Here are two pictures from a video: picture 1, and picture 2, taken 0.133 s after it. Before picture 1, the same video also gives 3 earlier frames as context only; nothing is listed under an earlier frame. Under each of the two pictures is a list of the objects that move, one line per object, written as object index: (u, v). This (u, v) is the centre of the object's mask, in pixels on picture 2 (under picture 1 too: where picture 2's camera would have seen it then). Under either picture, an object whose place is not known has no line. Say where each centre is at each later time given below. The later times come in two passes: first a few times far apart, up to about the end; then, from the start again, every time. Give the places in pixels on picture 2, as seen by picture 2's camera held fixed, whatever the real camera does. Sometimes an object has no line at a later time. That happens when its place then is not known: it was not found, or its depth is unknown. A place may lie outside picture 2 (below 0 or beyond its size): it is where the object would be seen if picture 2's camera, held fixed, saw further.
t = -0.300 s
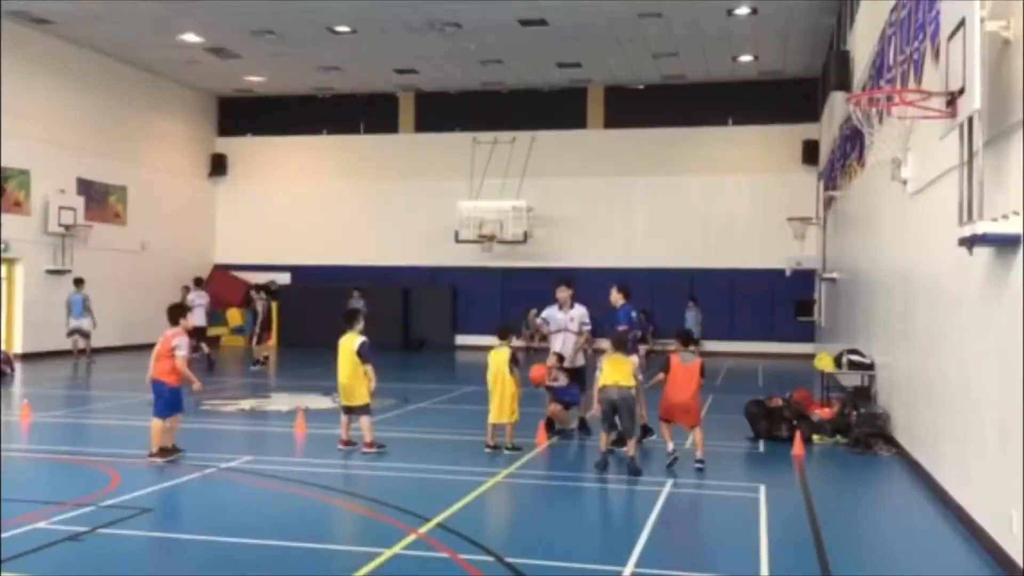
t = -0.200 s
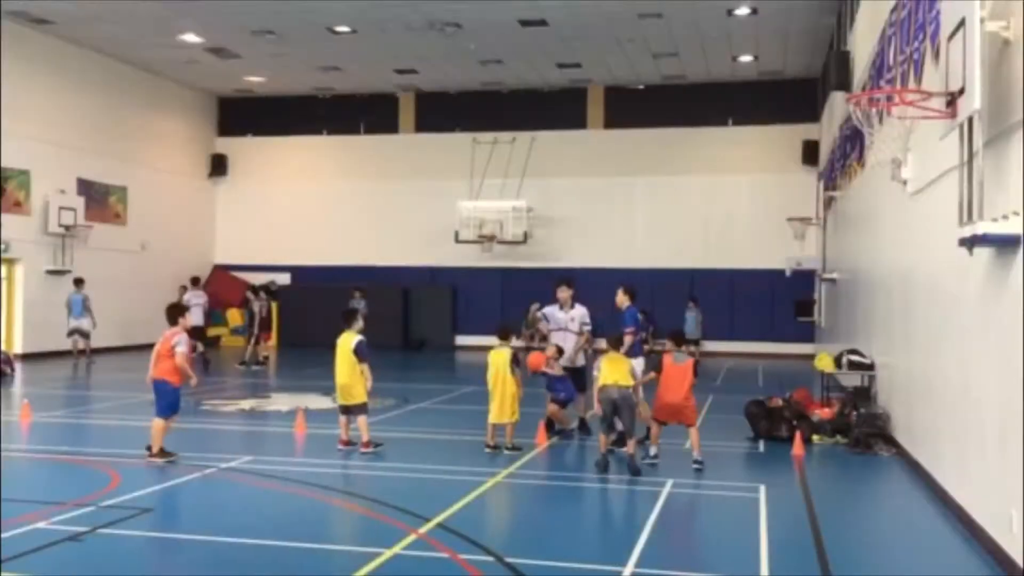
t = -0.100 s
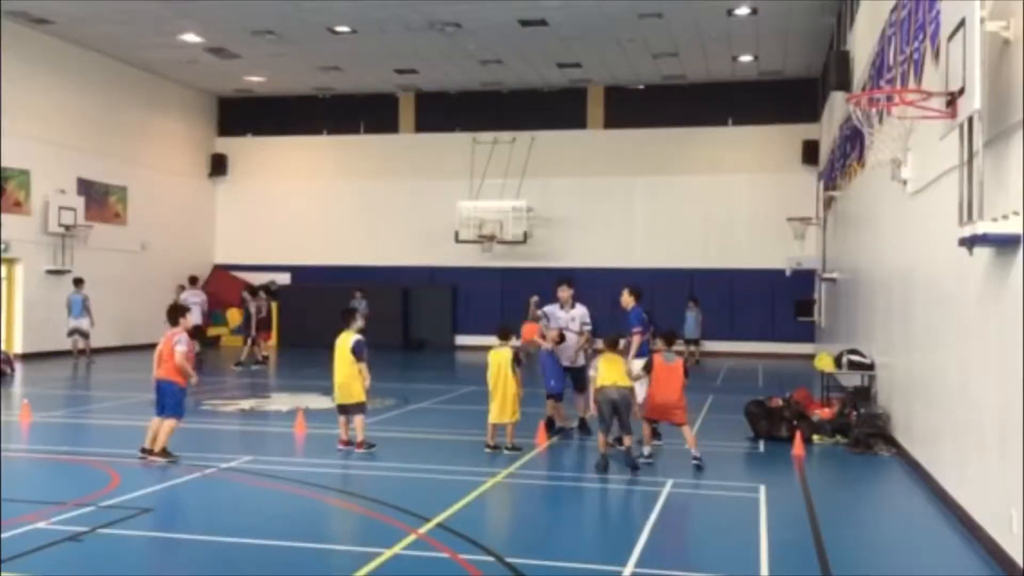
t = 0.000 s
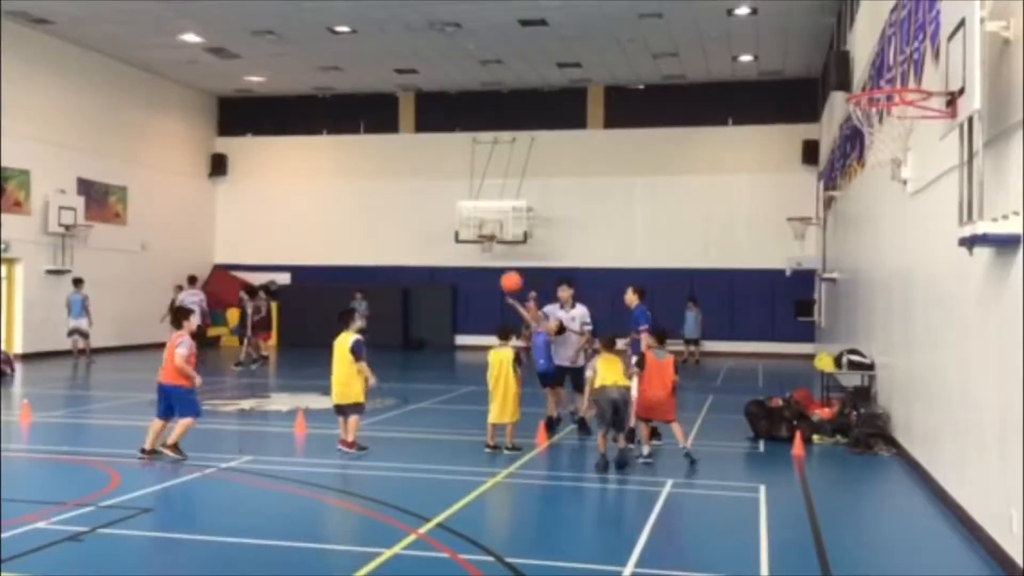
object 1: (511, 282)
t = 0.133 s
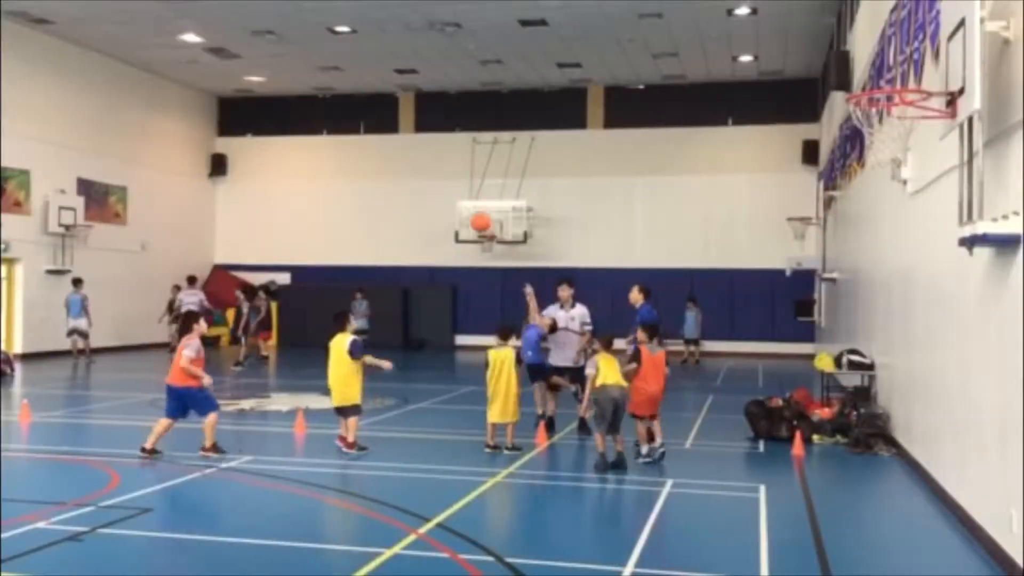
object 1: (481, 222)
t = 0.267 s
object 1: (450, 177)
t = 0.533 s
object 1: (388, 133)
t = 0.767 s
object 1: (331, 152)
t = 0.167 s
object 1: (473, 209)
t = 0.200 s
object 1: (466, 197)
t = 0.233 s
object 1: (458, 186)
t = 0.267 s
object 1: (450, 177)
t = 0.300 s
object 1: (443, 168)
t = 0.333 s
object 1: (435, 160)
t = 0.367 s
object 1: (428, 153)
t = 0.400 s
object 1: (420, 148)
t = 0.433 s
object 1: (412, 142)
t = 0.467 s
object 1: (404, 138)
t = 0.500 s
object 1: (397, 135)
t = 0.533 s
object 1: (388, 133)
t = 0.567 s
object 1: (380, 133)
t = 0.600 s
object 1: (372, 133)
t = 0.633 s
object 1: (364, 134)
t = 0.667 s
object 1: (356, 136)
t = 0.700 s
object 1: (348, 140)
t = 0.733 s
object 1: (339, 145)
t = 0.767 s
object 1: (331, 152)
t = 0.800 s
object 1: (323, 157)
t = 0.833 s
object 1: (314, 165)
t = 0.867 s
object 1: (306, 174)
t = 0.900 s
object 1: (297, 184)
